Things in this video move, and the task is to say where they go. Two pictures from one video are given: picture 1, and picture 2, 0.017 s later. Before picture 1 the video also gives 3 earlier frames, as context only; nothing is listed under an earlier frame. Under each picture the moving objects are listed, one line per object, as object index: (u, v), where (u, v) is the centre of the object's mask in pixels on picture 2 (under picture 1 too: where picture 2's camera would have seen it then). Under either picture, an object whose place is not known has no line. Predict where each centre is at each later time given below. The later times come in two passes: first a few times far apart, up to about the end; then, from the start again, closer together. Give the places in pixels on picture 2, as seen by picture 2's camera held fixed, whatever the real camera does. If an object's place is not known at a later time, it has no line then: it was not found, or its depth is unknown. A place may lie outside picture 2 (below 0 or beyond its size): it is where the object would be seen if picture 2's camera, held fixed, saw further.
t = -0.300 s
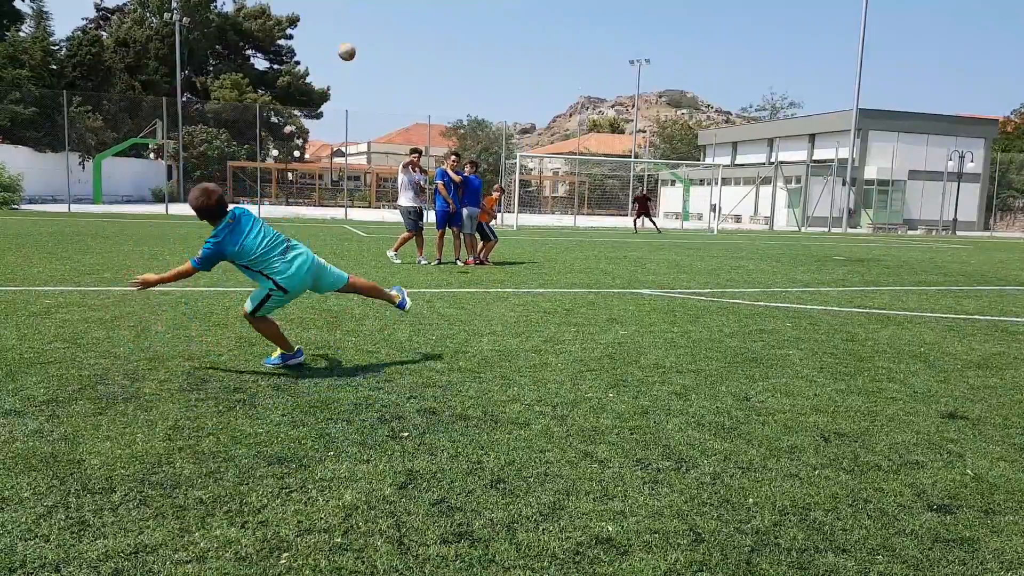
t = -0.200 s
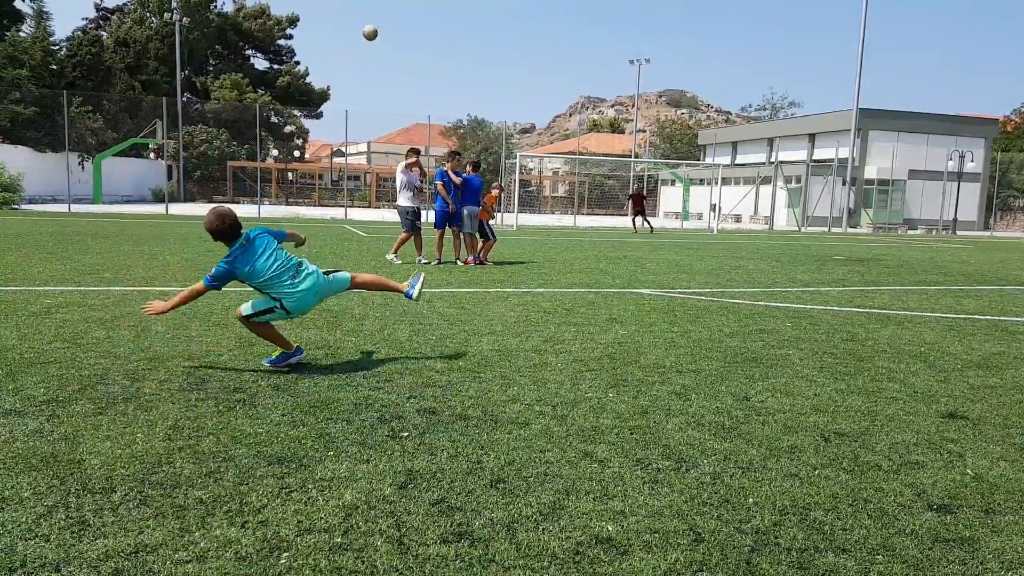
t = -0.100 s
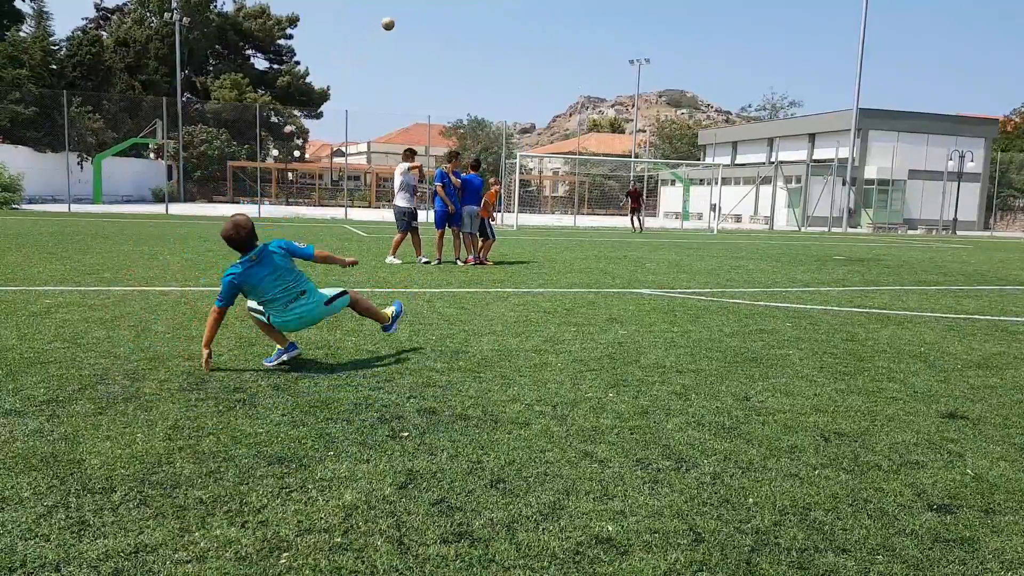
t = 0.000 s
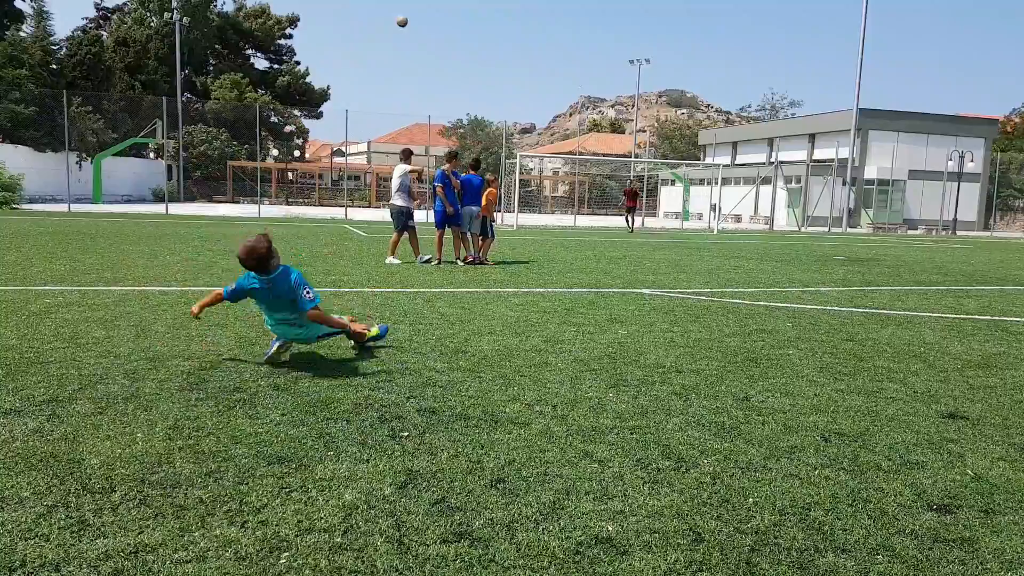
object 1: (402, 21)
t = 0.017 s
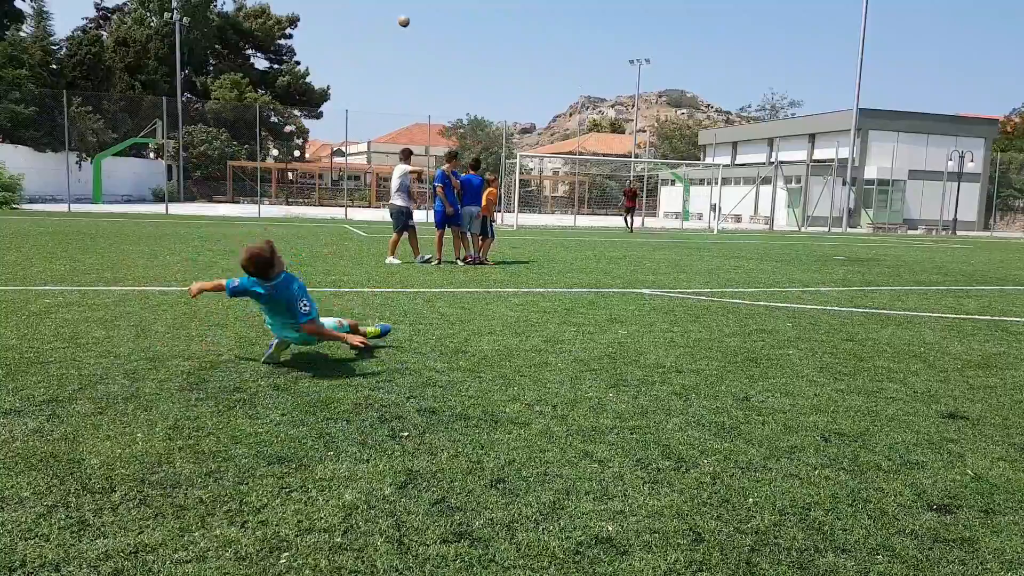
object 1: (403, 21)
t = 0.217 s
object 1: (424, 31)
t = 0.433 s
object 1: (439, 54)
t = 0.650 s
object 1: (451, 83)
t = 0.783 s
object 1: (457, 104)
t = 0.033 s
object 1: (406, 22)
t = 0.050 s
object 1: (408, 22)
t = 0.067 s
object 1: (409, 22)
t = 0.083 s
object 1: (411, 23)
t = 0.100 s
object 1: (412, 23)
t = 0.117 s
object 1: (415, 24)
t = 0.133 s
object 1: (416, 25)
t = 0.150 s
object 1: (418, 26)
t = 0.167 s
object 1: (420, 27)
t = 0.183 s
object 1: (421, 28)
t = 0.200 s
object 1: (422, 29)
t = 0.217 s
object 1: (424, 31)
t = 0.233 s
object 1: (425, 32)
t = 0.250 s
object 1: (427, 34)
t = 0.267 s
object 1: (428, 35)
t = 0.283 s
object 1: (429, 37)
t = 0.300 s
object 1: (430, 39)
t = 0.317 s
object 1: (432, 40)
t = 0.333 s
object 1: (433, 42)
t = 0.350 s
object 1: (434, 44)
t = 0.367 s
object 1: (435, 46)
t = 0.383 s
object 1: (436, 48)
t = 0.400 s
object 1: (437, 50)
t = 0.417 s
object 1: (439, 51)
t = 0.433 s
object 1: (439, 54)
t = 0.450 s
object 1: (441, 56)
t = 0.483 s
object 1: (443, 60)
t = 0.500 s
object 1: (443, 62)
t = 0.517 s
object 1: (445, 64)
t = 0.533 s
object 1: (445, 67)
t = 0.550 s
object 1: (446, 69)
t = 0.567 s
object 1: (447, 71)
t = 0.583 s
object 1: (448, 73)
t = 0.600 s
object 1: (449, 76)
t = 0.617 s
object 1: (450, 78)
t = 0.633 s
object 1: (451, 81)
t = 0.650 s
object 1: (451, 83)
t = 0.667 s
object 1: (452, 86)
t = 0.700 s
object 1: (454, 91)
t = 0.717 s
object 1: (455, 94)
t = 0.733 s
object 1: (455, 96)
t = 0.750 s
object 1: (456, 99)
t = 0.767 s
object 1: (457, 101)
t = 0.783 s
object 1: (457, 104)
